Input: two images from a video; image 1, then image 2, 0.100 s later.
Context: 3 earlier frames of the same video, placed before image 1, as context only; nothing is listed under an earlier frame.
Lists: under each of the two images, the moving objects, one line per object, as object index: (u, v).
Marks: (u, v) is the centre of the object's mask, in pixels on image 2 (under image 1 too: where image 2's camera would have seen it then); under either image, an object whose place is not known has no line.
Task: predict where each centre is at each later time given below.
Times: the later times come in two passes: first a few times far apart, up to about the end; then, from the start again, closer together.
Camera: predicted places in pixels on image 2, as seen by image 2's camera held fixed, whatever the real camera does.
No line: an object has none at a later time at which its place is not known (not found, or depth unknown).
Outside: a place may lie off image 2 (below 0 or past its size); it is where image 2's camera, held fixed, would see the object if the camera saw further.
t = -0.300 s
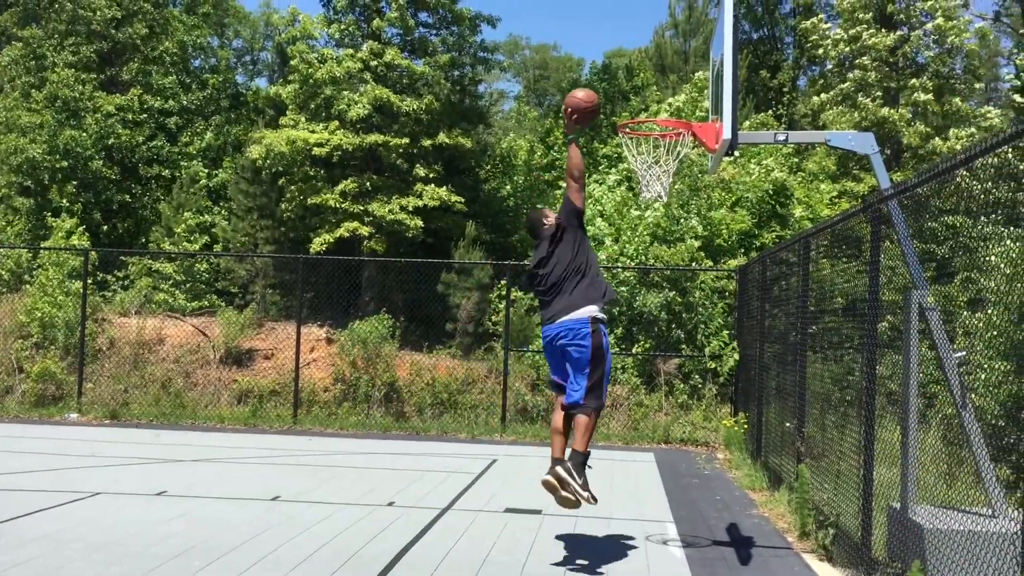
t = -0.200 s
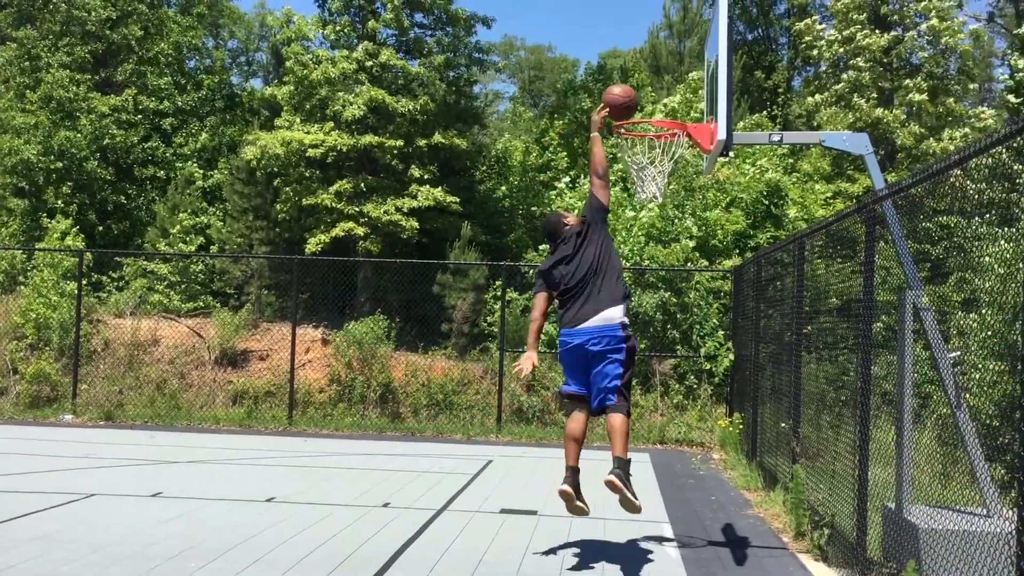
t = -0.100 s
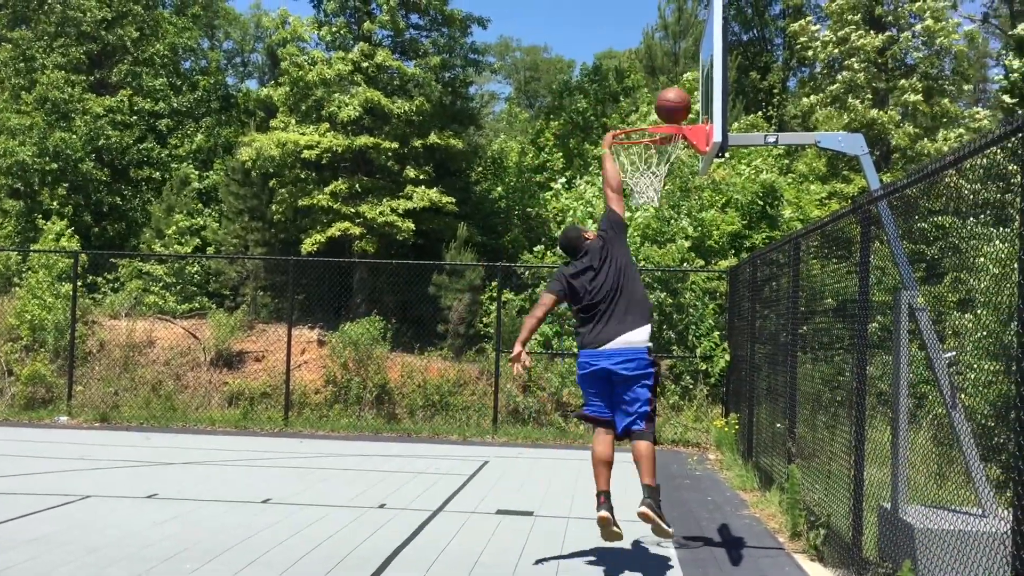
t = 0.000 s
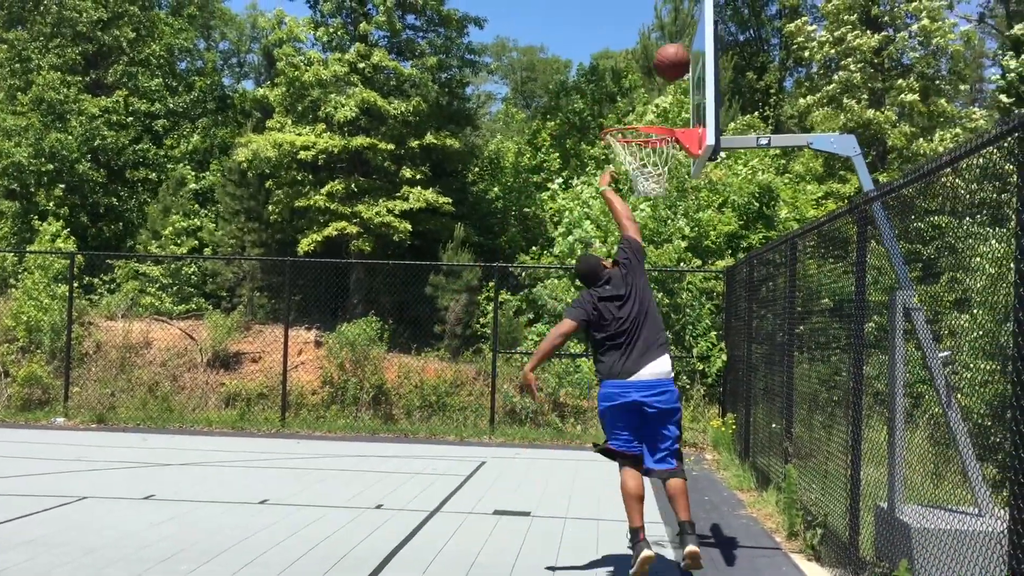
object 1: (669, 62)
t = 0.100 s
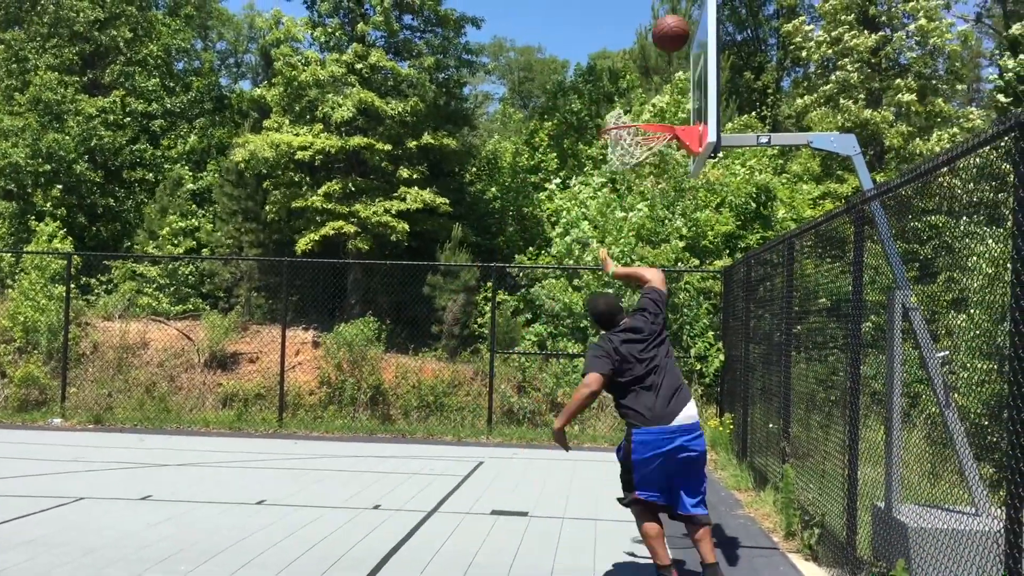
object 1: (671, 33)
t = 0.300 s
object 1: (671, 21)
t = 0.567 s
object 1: (671, 96)
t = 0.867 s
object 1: (633, 48)
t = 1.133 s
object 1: (594, 91)
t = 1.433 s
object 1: (533, 225)
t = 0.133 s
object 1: (671, 27)
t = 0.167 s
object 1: (671, 23)
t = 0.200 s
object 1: (671, 20)
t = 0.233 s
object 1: (671, 19)
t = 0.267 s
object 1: (672, 19)
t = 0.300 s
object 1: (671, 21)
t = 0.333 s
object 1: (671, 24)
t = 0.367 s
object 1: (672, 29)
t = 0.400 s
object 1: (672, 37)
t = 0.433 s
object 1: (672, 45)
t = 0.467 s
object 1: (671, 55)
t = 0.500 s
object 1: (671, 67)
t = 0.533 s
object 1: (671, 81)
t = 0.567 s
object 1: (671, 96)
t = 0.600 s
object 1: (671, 107)
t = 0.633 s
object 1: (667, 98)
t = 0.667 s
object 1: (662, 85)
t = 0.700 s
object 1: (657, 75)
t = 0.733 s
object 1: (652, 66)
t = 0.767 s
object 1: (648, 60)
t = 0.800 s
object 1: (643, 54)
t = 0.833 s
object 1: (638, 51)
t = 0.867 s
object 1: (633, 48)
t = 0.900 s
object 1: (628, 48)
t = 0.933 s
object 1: (623, 49)
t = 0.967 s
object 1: (618, 52)
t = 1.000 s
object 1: (613, 56)
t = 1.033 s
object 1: (609, 62)
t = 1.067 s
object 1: (604, 70)
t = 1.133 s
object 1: (594, 91)
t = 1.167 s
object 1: (588, 104)
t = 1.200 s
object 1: (584, 120)
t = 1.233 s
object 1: (577, 131)
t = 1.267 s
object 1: (570, 142)
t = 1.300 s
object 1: (561, 155)
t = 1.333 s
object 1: (554, 171)
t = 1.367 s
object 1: (546, 187)
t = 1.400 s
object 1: (539, 205)
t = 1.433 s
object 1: (533, 225)
